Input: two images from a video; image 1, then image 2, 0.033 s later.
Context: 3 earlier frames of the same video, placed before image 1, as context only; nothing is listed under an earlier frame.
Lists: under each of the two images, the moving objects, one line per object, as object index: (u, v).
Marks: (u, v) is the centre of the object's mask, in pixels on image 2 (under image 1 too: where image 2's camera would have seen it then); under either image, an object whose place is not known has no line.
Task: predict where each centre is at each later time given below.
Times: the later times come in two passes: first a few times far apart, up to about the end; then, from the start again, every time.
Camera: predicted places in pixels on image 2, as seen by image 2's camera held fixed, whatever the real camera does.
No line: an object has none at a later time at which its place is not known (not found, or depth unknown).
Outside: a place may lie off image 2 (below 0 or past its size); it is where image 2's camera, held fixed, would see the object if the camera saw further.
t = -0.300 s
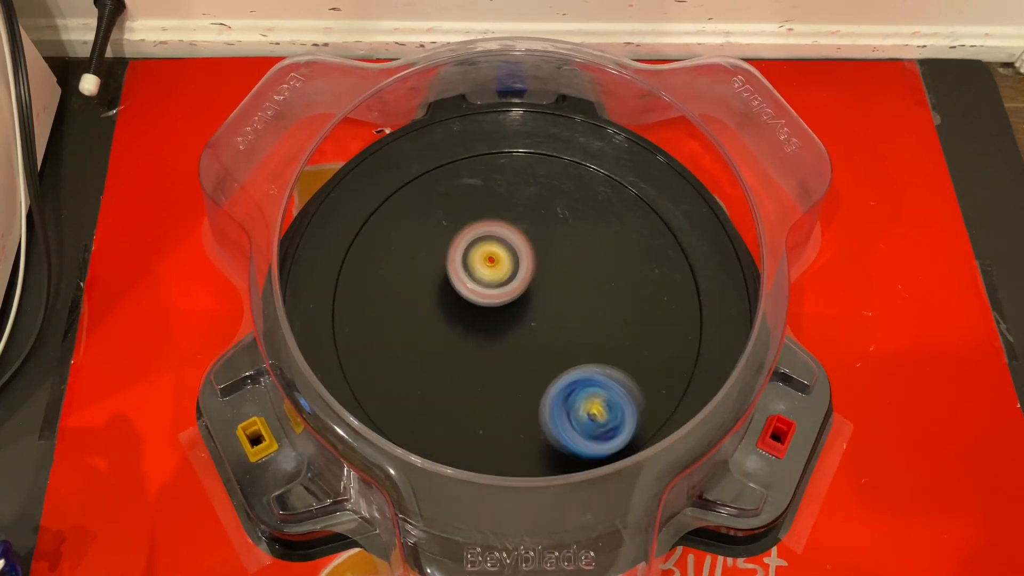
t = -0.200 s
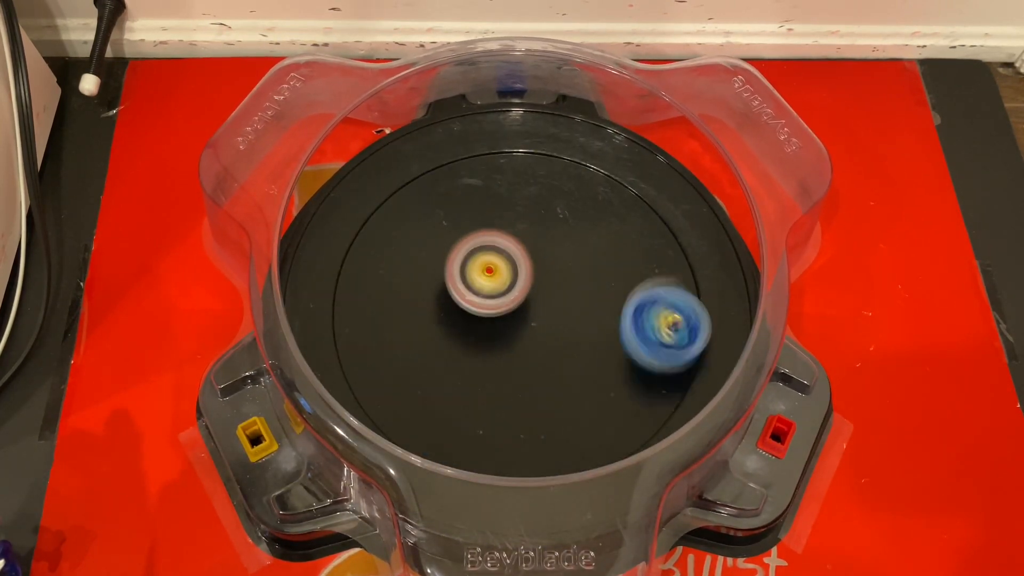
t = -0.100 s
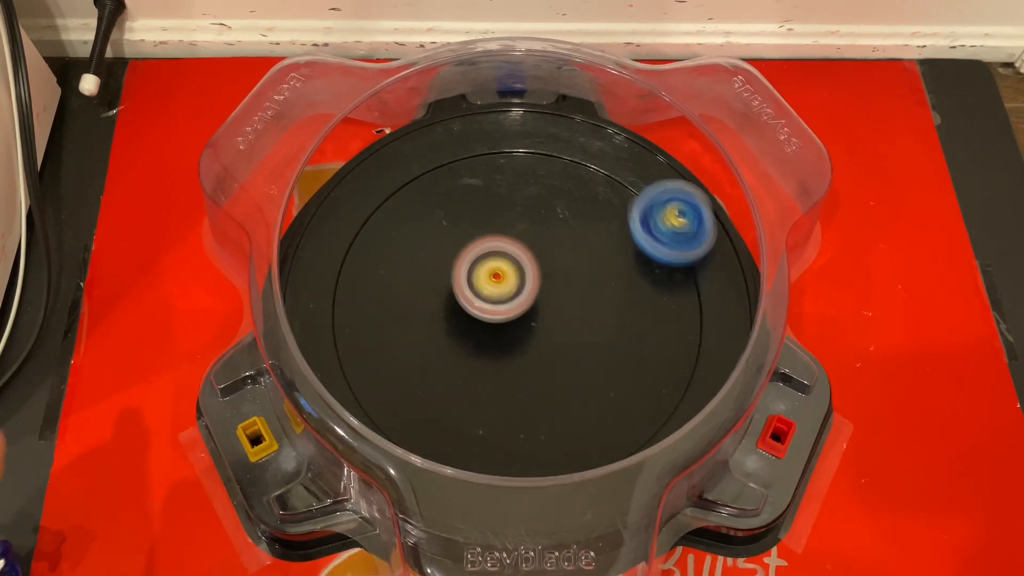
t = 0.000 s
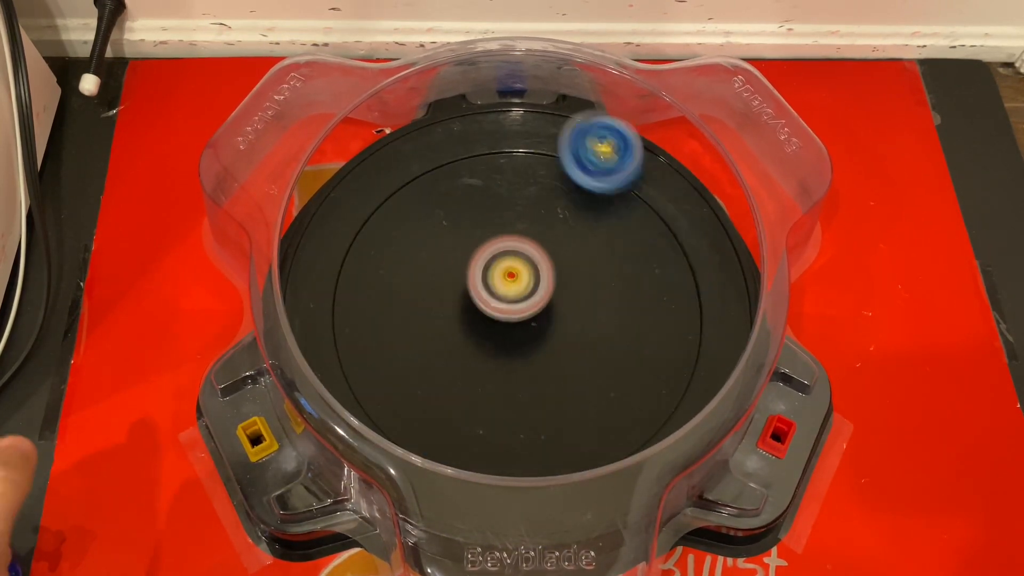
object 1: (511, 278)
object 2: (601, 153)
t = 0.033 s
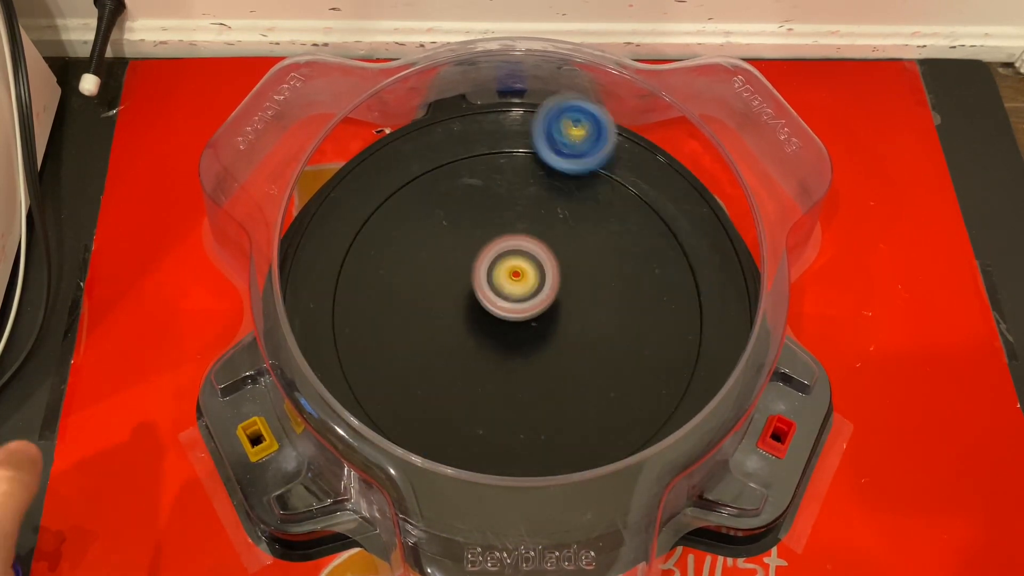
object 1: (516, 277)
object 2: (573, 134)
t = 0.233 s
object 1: (539, 271)
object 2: (397, 176)
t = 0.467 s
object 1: (537, 273)
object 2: (425, 417)
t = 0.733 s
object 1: (544, 283)
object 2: (685, 354)
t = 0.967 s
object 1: (554, 297)
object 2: (577, 183)
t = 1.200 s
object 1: (555, 309)
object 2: (376, 290)
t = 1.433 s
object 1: (547, 321)
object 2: (505, 462)
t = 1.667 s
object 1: (542, 322)
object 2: (662, 323)
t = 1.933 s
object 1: (533, 325)
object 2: (470, 190)
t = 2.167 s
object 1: (517, 329)
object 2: (351, 322)
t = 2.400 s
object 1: (513, 324)
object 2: (537, 430)
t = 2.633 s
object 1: (511, 326)
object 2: (643, 258)
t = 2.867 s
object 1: (503, 321)
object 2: (497, 145)
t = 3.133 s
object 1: (497, 311)
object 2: (380, 319)
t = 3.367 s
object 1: (498, 298)
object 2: (585, 418)
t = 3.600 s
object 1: (505, 291)
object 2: (687, 263)
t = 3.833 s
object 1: (516, 292)
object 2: (513, 192)
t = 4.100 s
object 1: (521, 290)
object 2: (411, 372)
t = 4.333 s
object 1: (526, 290)
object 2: (587, 451)
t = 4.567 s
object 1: (531, 295)
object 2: (648, 286)
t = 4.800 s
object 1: (535, 302)
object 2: (489, 189)
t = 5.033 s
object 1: (535, 309)
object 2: (349, 284)
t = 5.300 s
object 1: (529, 314)
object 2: (506, 422)
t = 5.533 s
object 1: (524, 315)
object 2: (652, 303)
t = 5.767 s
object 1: (522, 314)
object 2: (562, 173)
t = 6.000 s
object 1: (519, 312)
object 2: (414, 246)
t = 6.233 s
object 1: (516, 309)
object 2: (480, 408)
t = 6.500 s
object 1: (516, 306)
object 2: (661, 356)
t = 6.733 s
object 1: (515, 305)
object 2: (583, 218)
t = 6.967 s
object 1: (515, 304)
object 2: (417, 249)
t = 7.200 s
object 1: (516, 304)
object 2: (421, 397)
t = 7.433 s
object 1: (516, 304)
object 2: (596, 388)
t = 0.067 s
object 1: (521, 276)
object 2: (546, 119)
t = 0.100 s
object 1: (525, 275)
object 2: (514, 116)
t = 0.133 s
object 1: (530, 273)
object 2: (480, 123)
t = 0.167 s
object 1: (534, 272)
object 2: (449, 135)
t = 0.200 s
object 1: (537, 271)
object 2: (421, 152)
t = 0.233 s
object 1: (539, 271)
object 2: (397, 176)
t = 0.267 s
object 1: (539, 271)
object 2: (377, 205)
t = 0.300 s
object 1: (540, 271)
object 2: (363, 240)
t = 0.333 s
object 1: (540, 271)
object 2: (358, 278)
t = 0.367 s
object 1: (539, 271)
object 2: (362, 317)
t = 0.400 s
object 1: (538, 272)
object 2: (374, 355)
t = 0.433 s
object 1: (538, 273)
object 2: (396, 390)
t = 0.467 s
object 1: (537, 273)
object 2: (425, 417)
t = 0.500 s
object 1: (537, 273)
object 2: (461, 436)
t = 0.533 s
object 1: (536, 274)
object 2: (499, 463)
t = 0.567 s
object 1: (537, 275)
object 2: (540, 470)
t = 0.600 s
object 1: (537, 276)
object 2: (579, 455)
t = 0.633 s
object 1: (538, 277)
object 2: (615, 437)
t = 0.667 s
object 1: (539, 279)
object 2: (646, 414)
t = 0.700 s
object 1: (542, 281)
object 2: (669, 385)
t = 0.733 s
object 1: (544, 283)
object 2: (685, 354)
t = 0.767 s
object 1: (546, 286)
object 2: (692, 320)
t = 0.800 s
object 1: (548, 289)
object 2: (691, 286)
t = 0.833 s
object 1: (549, 290)
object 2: (681, 256)
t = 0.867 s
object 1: (551, 292)
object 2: (664, 229)
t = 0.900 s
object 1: (551, 294)
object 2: (640, 208)
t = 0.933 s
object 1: (552, 296)
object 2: (611, 192)
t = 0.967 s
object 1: (554, 297)
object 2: (577, 183)
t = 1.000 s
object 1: (554, 298)
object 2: (543, 180)
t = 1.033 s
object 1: (555, 299)
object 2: (508, 183)
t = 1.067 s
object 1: (555, 301)
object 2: (474, 194)
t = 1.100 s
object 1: (555, 302)
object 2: (443, 210)
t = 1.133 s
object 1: (555, 305)
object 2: (415, 232)
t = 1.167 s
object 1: (555, 307)
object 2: (393, 259)
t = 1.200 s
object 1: (555, 309)
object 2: (376, 290)
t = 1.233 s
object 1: (554, 311)
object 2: (366, 324)
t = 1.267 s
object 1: (553, 313)
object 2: (364, 359)
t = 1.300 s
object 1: (552, 315)
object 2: (374, 388)
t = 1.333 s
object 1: (550, 317)
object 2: (399, 411)
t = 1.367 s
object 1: (549, 319)
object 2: (428, 438)
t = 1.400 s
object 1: (548, 320)
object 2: (466, 453)
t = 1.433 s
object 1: (547, 321)
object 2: (505, 462)
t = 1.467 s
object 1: (546, 322)
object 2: (543, 461)
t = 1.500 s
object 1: (545, 322)
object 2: (579, 450)
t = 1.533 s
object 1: (544, 322)
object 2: (611, 433)
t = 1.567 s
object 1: (543, 323)
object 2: (635, 409)
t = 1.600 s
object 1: (543, 322)
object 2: (654, 384)
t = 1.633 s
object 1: (543, 322)
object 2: (663, 354)
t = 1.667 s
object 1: (542, 322)
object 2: (662, 323)
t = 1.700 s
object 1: (542, 322)
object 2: (655, 293)
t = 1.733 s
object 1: (541, 322)
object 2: (640, 265)
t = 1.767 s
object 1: (540, 323)
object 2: (619, 240)
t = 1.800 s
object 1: (539, 323)
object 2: (593, 220)
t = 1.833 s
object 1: (537, 324)
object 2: (564, 206)
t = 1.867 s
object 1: (536, 324)
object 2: (533, 196)
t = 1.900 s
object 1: (535, 324)
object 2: (502, 191)
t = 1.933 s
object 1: (533, 325)
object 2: (470, 190)
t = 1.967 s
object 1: (531, 325)
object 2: (438, 193)
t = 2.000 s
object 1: (529, 326)
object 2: (407, 201)
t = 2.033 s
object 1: (526, 327)
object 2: (378, 214)
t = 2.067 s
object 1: (523, 329)
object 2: (354, 233)
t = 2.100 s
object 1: (521, 329)
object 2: (342, 258)
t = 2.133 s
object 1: (518, 330)
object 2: (341, 290)
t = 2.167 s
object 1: (517, 329)
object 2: (351, 322)
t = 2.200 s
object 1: (515, 328)
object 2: (362, 351)
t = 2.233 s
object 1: (514, 327)
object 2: (379, 379)
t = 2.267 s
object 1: (513, 325)
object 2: (400, 402)
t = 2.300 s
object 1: (512, 324)
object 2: (431, 420)
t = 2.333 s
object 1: (512, 323)
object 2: (466, 431)
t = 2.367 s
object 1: (512, 323)
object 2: (502, 435)
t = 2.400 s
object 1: (513, 324)
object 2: (537, 430)
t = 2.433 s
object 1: (513, 324)
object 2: (570, 419)
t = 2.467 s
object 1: (513, 325)
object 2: (599, 401)
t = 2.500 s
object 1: (514, 325)
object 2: (621, 375)
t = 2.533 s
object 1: (513, 326)
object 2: (635, 347)
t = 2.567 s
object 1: (513, 326)
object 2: (643, 318)
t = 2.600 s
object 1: (512, 326)
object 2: (648, 288)
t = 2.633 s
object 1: (511, 326)
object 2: (643, 258)
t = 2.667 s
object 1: (510, 326)
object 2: (632, 230)
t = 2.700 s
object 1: (509, 325)
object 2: (618, 206)
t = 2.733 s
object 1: (508, 325)
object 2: (601, 183)
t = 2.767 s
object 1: (507, 323)
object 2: (578, 163)
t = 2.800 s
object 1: (505, 323)
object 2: (552, 151)
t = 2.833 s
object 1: (504, 322)
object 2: (526, 142)
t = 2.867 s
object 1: (503, 321)
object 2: (497, 145)
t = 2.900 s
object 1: (503, 320)
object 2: (467, 152)
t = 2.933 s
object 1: (501, 318)
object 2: (440, 164)
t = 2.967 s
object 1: (501, 318)
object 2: (416, 180)
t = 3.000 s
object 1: (500, 316)
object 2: (395, 201)
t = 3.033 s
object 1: (499, 315)
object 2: (380, 227)
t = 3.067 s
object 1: (499, 314)
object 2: (373, 257)
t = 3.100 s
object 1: (497, 312)
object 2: (374, 288)
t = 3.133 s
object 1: (497, 311)
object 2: (380, 319)
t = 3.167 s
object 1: (496, 309)
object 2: (396, 351)
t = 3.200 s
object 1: (496, 308)
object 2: (421, 375)
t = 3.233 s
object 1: (496, 305)
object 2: (448, 396)
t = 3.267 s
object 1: (496, 304)
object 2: (479, 413)
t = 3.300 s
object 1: (497, 301)
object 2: (516, 421)
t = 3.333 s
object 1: (497, 300)
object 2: (551, 421)
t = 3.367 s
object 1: (498, 298)
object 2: (585, 418)
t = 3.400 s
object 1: (498, 297)
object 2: (619, 408)
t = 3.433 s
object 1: (500, 295)
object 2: (646, 390)
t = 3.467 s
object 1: (500, 295)
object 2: (668, 370)
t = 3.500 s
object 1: (502, 293)
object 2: (688, 346)
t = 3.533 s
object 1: (503, 292)
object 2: (696, 317)
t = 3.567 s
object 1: (504, 292)
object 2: (695, 290)
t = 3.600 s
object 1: (505, 291)
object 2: (687, 263)
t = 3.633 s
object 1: (507, 291)
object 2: (670, 238)
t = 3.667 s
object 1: (509, 291)
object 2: (651, 219)
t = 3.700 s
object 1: (511, 291)
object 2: (629, 202)
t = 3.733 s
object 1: (512, 291)
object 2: (601, 191)
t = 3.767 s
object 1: (513, 291)
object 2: (573, 186)
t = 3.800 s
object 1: (514, 291)
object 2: (543, 185)
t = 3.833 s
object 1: (516, 292)
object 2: (513, 192)
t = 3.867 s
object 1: (517, 291)
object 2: (487, 204)
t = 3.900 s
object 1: (518, 291)
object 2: (462, 219)
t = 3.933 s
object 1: (518, 290)
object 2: (441, 240)
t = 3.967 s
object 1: (519, 291)
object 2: (426, 263)
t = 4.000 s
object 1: (519, 290)
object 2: (413, 288)
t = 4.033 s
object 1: (519, 290)
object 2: (407, 317)
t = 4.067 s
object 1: (520, 290)
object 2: (407, 344)
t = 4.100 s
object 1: (521, 290)
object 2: (411, 372)
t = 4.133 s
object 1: (522, 289)
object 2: (425, 399)
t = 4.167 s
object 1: (523, 289)
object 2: (443, 419)
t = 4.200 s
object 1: (523, 289)
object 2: (467, 434)
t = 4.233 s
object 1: (524, 289)
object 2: (496, 451)
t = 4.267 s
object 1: (525, 289)
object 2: (524, 458)
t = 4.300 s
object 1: (525, 290)
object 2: (557, 460)
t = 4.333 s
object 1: (526, 290)
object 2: (587, 451)
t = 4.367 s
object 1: (527, 291)
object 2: (614, 438)
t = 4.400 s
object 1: (528, 291)
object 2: (636, 416)
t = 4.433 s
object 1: (528, 292)
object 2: (650, 394)
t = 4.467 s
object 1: (529, 292)
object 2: (662, 367)
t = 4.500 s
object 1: (530, 293)
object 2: (662, 339)
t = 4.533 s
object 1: (530, 294)
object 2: (659, 313)
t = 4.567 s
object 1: (531, 295)
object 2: (648, 286)
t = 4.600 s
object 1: (532, 296)
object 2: (634, 263)
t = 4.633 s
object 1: (533, 297)
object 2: (616, 240)
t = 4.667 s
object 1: (533, 298)
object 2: (593, 224)
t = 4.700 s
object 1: (534, 299)
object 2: (570, 209)
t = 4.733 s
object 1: (534, 300)
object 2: (543, 200)
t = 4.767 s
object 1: (535, 301)
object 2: (518, 193)
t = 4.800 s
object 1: (535, 302)
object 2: (489, 189)
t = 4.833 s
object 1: (536, 302)
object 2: (463, 191)
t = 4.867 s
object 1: (536, 303)
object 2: (436, 195)
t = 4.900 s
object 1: (536, 304)
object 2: (413, 206)
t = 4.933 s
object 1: (536, 305)
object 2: (390, 219)
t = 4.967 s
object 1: (536, 306)
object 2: (372, 238)
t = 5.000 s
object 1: (536, 307)
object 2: (358, 259)
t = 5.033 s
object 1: (535, 309)
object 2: (349, 284)
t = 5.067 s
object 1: (535, 310)
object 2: (350, 310)
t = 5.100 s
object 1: (534, 312)
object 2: (352, 336)
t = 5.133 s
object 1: (534, 312)
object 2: (368, 361)
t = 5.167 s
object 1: (533, 313)
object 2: (386, 384)
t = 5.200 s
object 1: (532, 313)
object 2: (414, 402)
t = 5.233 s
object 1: (531, 314)
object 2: (441, 414)
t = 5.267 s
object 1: (530, 314)
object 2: (475, 422)
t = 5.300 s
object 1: (529, 314)
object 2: (506, 422)
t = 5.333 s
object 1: (528, 315)
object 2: (540, 417)
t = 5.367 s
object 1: (527, 315)
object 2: (567, 405)
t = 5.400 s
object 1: (526, 315)
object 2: (595, 391)
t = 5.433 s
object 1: (525, 315)
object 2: (615, 370)
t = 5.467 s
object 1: (525, 315)
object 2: (633, 351)
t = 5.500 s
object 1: (524, 316)
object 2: (642, 326)
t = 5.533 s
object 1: (524, 315)
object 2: (652, 303)
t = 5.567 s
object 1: (524, 316)
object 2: (651, 277)
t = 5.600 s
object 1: (523, 315)
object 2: (649, 253)
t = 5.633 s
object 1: (523, 316)
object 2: (637, 231)
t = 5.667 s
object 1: (523, 315)
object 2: (626, 211)
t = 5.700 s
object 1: (523, 315)
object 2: (607, 195)
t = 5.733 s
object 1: (523, 315)
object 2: (587, 181)
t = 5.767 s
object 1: (522, 314)
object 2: (562, 173)
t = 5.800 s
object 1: (522, 314)
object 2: (538, 168)
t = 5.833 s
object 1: (521, 314)
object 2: (512, 170)
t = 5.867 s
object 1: (521, 313)
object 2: (487, 175)
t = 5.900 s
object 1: (520, 313)
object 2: (464, 188)
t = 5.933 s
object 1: (520, 313)
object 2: (444, 203)
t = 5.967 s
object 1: (520, 312)
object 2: (427, 224)
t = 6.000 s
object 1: (519, 312)
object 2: (414, 246)
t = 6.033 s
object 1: (519, 312)
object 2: (408, 272)
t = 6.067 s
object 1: (519, 312)
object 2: (406, 297)
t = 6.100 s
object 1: (518, 311)
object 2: (411, 324)
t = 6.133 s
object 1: (518, 311)
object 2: (421, 349)
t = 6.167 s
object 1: (517, 311)
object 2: (437, 373)
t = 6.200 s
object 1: (517, 310)
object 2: (455, 391)
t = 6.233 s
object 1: (516, 309)
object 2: (480, 408)
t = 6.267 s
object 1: (516, 309)
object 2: (504, 420)
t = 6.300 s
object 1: (516, 308)
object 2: (533, 424)
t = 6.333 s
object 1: (516, 308)
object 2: (560, 428)
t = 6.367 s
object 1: (516, 308)
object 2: (588, 421)
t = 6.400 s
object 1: (516, 307)
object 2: (614, 413)
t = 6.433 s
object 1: (516, 307)
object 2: (634, 396)
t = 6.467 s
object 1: (516, 306)
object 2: (652, 378)
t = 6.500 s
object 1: (516, 306)
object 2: (661, 356)
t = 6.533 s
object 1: (515, 306)
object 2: (667, 331)
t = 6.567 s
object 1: (515, 305)
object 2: (665, 308)
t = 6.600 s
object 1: (515, 305)
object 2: (658, 284)
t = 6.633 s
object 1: (515, 305)
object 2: (646, 263)
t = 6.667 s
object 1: (515, 305)
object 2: (627, 244)
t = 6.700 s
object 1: (515, 305)
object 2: (608, 228)
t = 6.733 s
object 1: (515, 305)
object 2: (583, 218)
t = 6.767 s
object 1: (515, 305)
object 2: (557, 209)
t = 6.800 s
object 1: (515, 305)
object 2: (532, 207)
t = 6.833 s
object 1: (515, 305)
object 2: (504, 208)
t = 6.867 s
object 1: (515, 305)
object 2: (480, 212)
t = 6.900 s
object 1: (515, 305)
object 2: (456, 222)
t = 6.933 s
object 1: (515, 305)
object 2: (434, 233)
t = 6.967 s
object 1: (515, 304)
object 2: (417, 249)
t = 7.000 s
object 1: (515, 304)
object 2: (400, 267)
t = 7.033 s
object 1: (515, 304)
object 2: (391, 287)
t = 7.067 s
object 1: (516, 304)
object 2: (384, 311)
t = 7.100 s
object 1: (516, 304)
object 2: (384, 333)
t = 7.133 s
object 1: (516, 304)
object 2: (392, 358)
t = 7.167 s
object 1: (516, 304)
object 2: (401, 380)
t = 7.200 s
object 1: (516, 304)
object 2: (421, 397)
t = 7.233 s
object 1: (516, 304)
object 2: (444, 415)
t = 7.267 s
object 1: (516, 304)
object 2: (468, 422)
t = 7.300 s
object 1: (516, 304)
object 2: (498, 426)
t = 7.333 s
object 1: (516, 304)
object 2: (526, 426)
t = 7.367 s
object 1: (516, 304)
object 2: (551, 416)
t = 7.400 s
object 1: (516, 304)
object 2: (577, 404)
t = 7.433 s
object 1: (516, 304)
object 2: (596, 388)
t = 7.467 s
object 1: (516, 304)
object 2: (611, 366)
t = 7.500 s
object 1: (517, 304)
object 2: (624, 345)
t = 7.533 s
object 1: (517, 304)
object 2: (628, 322)
